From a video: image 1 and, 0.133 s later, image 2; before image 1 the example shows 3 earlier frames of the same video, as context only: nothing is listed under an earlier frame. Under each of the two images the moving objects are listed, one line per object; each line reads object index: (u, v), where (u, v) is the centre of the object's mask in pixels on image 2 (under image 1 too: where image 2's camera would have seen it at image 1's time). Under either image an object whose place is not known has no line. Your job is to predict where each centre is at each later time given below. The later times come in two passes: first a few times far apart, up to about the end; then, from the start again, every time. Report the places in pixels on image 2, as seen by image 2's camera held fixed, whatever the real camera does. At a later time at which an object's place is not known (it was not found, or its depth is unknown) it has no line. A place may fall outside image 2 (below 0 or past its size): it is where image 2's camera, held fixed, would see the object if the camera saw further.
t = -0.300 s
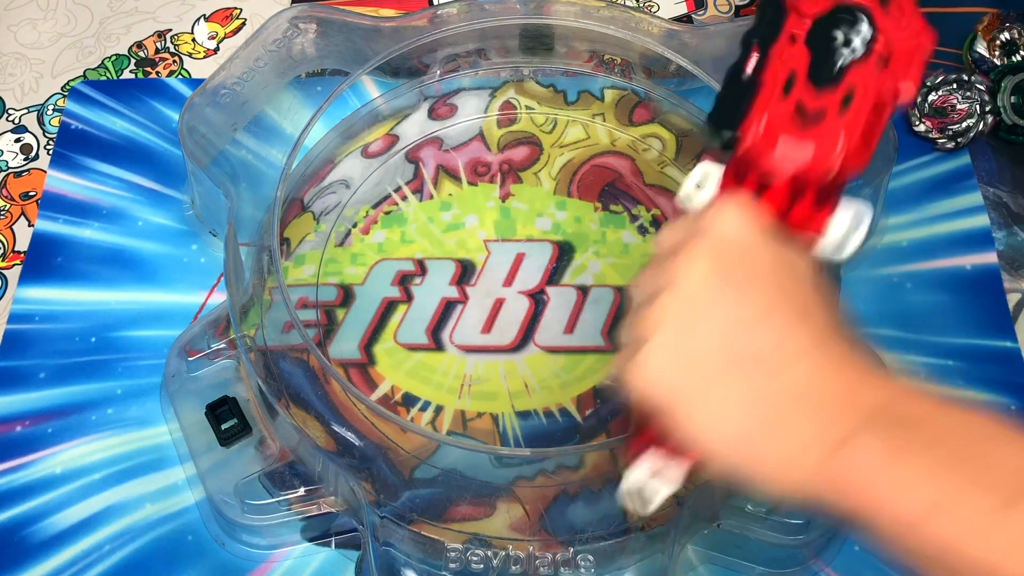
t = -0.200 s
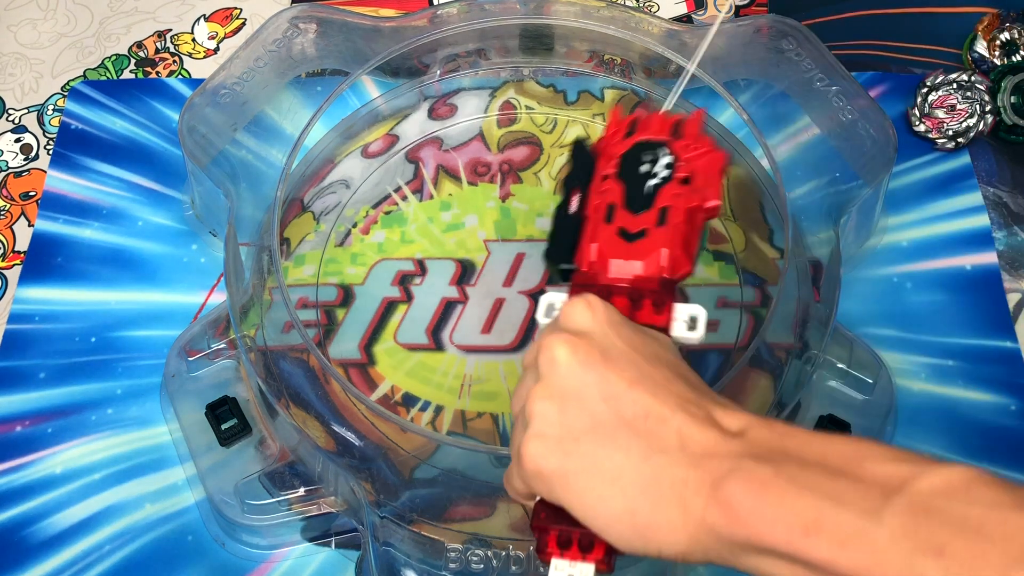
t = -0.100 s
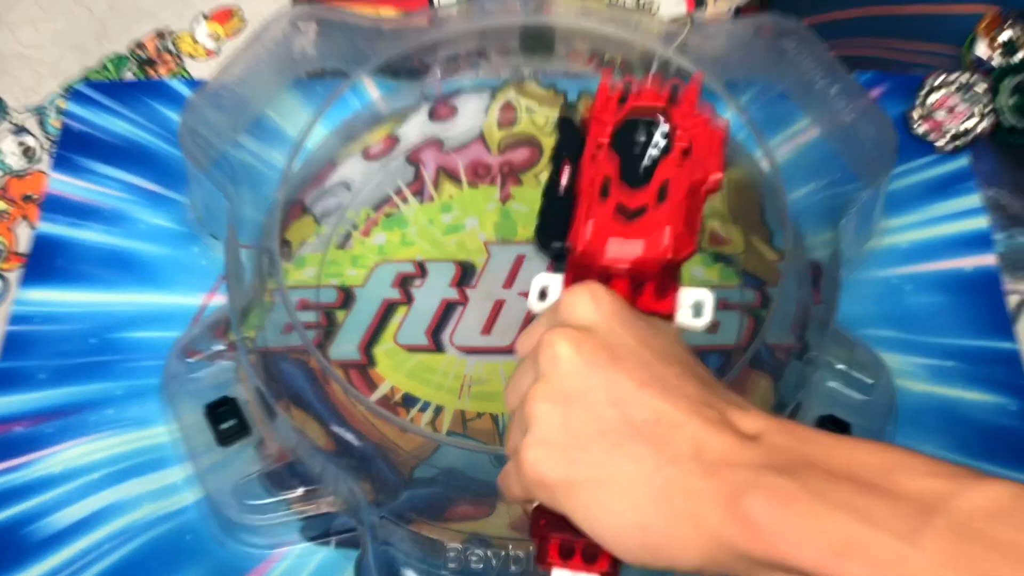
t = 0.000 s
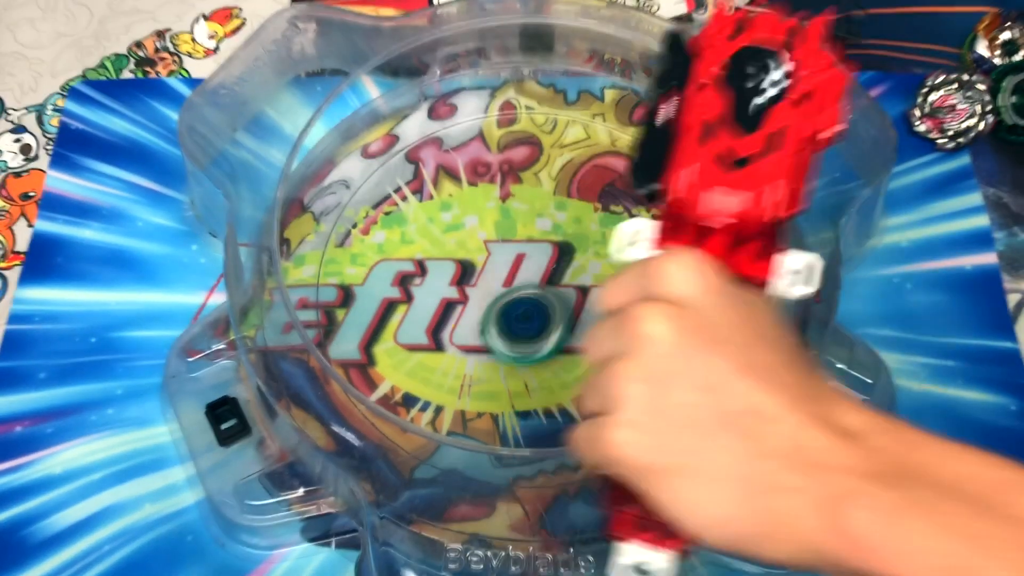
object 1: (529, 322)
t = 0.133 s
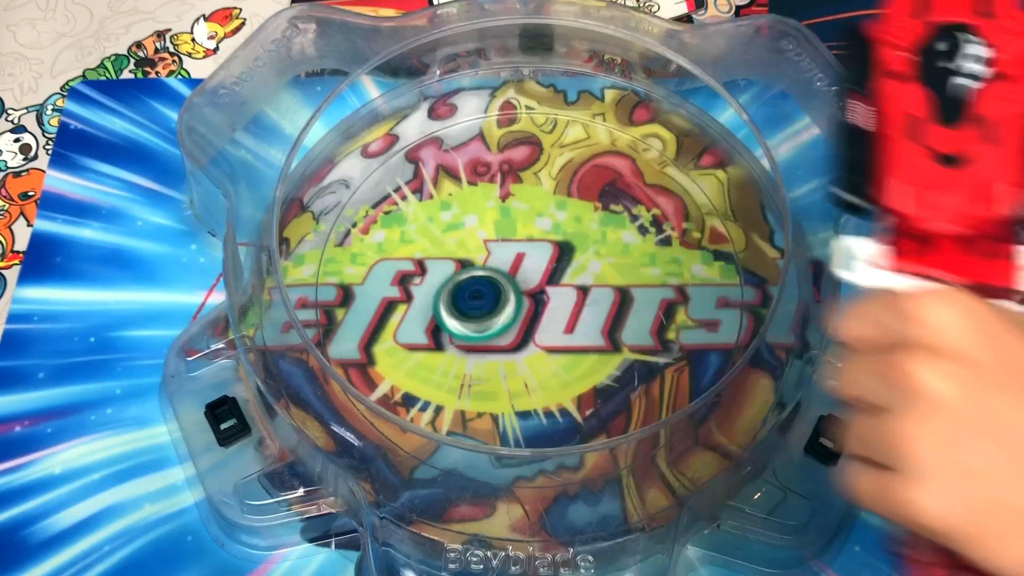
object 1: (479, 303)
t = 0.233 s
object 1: (469, 302)
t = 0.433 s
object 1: (469, 356)
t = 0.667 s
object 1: (544, 373)
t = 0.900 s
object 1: (530, 288)
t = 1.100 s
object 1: (432, 276)
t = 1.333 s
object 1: (445, 354)
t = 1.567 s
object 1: (534, 299)
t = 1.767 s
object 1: (492, 207)
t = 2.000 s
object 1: (413, 238)
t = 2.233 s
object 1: (483, 293)
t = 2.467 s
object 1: (569, 228)
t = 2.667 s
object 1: (525, 173)
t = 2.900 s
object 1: (485, 220)
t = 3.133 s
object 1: (551, 270)
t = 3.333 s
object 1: (607, 251)
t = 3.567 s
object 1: (604, 221)
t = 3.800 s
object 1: (571, 239)
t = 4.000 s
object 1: (566, 277)
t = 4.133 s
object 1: (575, 296)
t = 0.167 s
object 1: (475, 303)
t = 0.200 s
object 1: (473, 302)
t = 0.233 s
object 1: (469, 302)
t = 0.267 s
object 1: (468, 305)
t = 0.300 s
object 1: (469, 311)
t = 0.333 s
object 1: (470, 319)
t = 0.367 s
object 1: (470, 329)
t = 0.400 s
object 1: (467, 344)
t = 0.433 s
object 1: (469, 356)
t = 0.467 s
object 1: (473, 367)
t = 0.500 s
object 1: (483, 376)
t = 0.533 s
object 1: (496, 383)
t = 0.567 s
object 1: (509, 385)
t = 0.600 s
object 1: (522, 385)
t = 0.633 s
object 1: (534, 381)
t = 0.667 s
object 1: (544, 373)
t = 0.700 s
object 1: (551, 364)
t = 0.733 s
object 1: (557, 354)
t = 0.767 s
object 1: (557, 341)
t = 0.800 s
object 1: (556, 327)
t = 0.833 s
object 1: (550, 312)
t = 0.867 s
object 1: (542, 299)
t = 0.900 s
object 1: (530, 288)
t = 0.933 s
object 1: (516, 278)
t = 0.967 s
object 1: (500, 271)
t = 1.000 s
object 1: (482, 267)
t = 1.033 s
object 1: (465, 267)
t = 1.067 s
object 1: (447, 270)
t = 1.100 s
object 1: (432, 276)
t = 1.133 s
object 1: (419, 285)
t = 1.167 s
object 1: (412, 298)
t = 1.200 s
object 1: (409, 311)
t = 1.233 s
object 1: (411, 325)
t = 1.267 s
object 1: (418, 338)
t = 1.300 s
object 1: (430, 348)
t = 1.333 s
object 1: (445, 354)
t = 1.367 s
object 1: (462, 358)
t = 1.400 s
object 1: (479, 357)
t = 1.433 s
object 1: (493, 352)
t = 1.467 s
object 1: (507, 343)
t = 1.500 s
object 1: (519, 331)
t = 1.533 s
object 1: (528, 315)
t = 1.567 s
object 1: (534, 299)
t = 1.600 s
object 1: (536, 280)
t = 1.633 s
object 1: (534, 262)
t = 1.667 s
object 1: (530, 245)
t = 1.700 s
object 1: (519, 230)
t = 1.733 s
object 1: (507, 217)
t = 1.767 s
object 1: (492, 207)
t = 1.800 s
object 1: (476, 202)
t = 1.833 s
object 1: (459, 201)
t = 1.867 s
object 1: (443, 203)
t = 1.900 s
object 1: (430, 209)
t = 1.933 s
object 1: (421, 217)
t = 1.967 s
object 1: (415, 227)
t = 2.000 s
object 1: (413, 238)
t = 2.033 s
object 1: (412, 248)
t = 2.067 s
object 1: (417, 258)
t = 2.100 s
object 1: (424, 268)
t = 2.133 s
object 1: (435, 278)
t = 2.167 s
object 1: (449, 285)
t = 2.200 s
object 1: (465, 291)
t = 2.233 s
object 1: (483, 293)
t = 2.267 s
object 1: (500, 291)
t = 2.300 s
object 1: (516, 287)
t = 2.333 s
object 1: (533, 279)
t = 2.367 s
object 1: (548, 268)
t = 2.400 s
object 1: (558, 256)
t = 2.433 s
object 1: (566, 242)
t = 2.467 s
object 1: (569, 228)
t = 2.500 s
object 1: (569, 214)
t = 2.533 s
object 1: (565, 201)
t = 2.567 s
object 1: (558, 190)
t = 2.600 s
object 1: (549, 182)
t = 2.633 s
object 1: (537, 176)
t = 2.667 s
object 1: (525, 173)
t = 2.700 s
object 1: (513, 174)
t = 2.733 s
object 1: (503, 177)
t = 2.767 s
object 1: (494, 182)
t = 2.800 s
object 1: (488, 190)
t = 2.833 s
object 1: (485, 199)
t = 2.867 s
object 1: (484, 209)
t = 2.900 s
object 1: (485, 220)
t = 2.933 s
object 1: (489, 232)
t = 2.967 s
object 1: (496, 241)
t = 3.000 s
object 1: (506, 251)
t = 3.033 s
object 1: (515, 257)
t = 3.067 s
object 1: (527, 263)
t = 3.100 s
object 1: (538, 267)
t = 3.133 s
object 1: (551, 270)
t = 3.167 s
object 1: (564, 271)
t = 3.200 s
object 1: (576, 270)
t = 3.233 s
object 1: (587, 266)
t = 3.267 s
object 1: (596, 262)
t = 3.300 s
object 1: (603, 257)
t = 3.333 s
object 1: (607, 251)
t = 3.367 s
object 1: (609, 246)
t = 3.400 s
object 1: (611, 240)
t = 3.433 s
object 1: (611, 235)
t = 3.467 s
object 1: (610, 230)
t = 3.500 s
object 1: (608, 226)
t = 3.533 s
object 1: (607, 223)
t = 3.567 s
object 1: (604, 221)
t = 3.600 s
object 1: (600, 221)
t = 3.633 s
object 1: (595, 221)
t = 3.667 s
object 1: (590, 223)
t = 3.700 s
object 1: (584, 225)
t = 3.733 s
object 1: (579, 229)
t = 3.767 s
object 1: (575, 234)
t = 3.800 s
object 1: (571, 239)
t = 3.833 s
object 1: (568, 246)
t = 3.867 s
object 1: (566, 252)
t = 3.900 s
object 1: (565, 258)
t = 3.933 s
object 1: (565, 265)
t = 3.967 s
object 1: (565, 271)
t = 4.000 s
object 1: (566, 277)
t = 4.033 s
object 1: (568, 283)
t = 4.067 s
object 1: (570, 288)
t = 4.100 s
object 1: (572, 293)
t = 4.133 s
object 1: (575, 296)
